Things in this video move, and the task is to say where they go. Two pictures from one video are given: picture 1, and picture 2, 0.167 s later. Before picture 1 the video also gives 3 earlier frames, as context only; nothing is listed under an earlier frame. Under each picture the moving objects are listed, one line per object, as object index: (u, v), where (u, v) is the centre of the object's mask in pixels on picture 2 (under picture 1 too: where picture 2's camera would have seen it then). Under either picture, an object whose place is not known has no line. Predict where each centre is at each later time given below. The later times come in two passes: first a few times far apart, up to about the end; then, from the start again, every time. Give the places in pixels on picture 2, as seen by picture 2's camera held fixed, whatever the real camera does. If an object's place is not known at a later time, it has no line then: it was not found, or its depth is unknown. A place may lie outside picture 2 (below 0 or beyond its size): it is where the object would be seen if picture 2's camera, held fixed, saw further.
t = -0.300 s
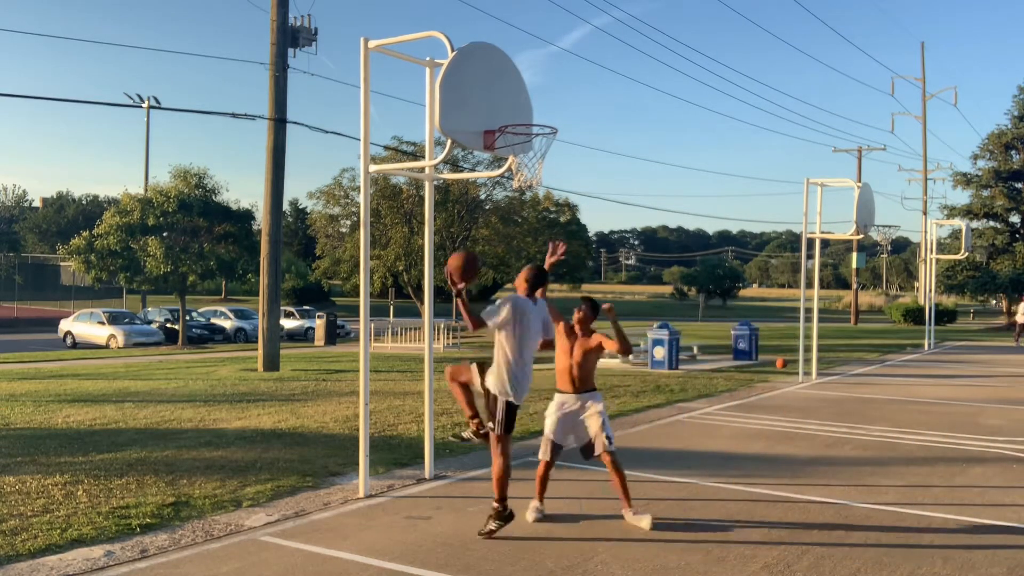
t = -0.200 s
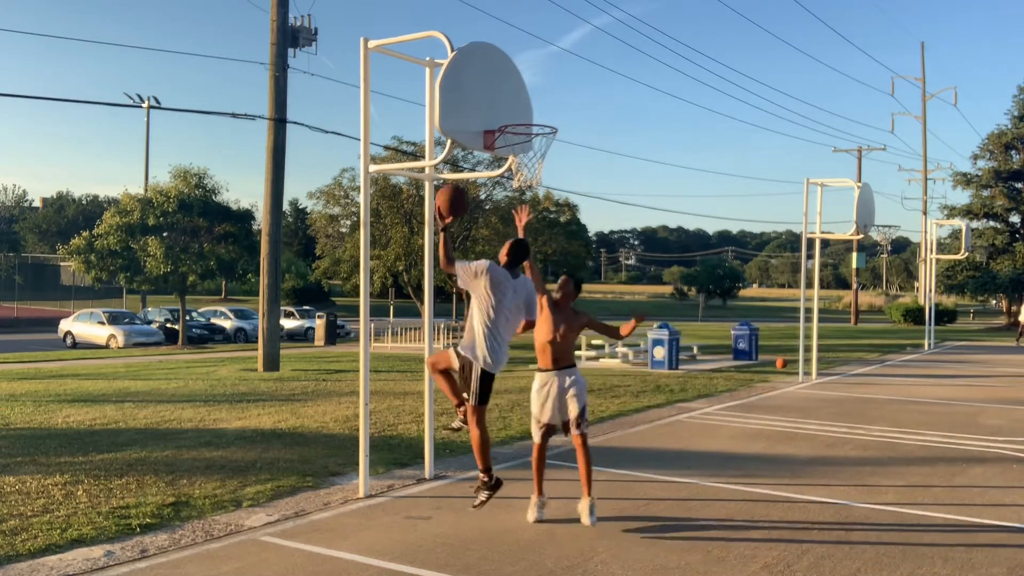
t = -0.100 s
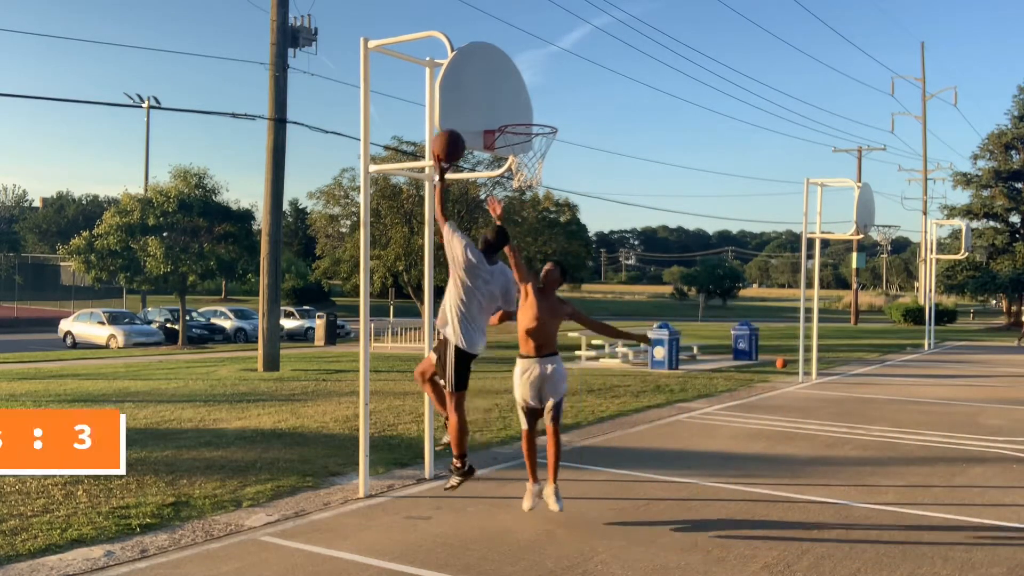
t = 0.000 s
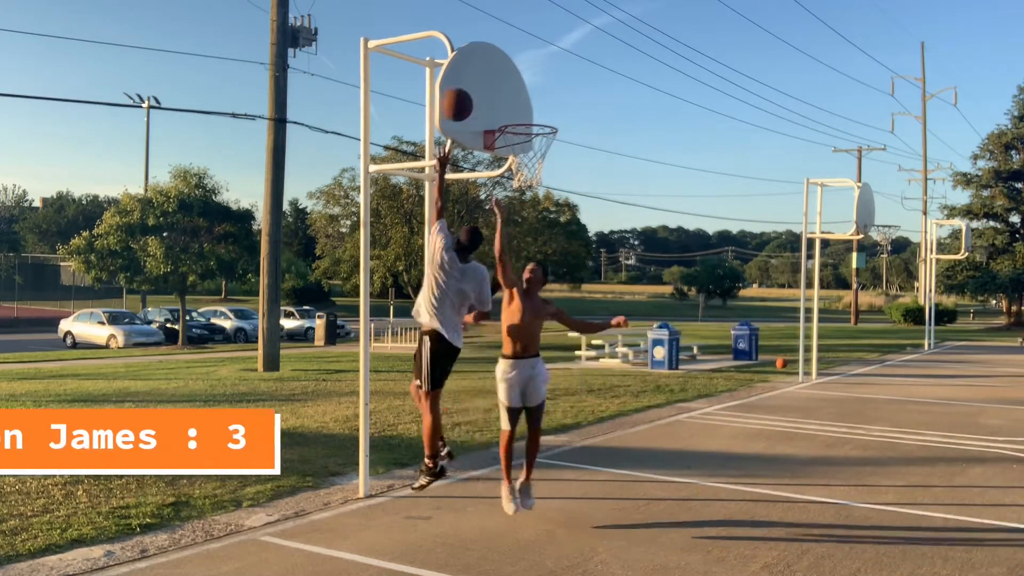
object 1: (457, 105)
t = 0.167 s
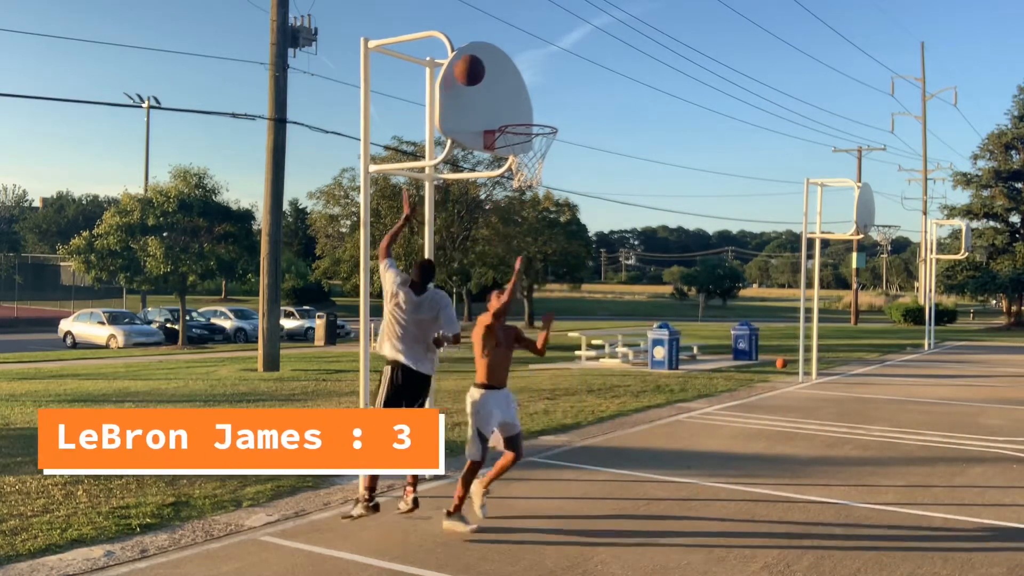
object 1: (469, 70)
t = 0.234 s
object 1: (474, 67)
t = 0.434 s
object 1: (502, 82)
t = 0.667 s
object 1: (537, 155)
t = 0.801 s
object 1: (547, 198)
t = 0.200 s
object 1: (472, 68)
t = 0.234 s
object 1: (474, 67)
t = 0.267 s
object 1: (477, 68)
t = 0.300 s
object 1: (481, 68)
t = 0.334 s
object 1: (486, 70)
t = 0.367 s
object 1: (492, 72)
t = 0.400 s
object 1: (497, 76)
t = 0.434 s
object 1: (502, 82)
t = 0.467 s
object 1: (507, 89)
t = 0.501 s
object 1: (512, 97)
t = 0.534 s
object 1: (517, 106)
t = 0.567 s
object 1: (522, 117)
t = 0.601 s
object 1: (527, 129)
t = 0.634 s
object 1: (532, 141)
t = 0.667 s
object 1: (537, 155)
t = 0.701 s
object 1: (540, 166)
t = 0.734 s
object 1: (543, 175)
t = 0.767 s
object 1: (545, 186)
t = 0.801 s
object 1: (547, 198)
